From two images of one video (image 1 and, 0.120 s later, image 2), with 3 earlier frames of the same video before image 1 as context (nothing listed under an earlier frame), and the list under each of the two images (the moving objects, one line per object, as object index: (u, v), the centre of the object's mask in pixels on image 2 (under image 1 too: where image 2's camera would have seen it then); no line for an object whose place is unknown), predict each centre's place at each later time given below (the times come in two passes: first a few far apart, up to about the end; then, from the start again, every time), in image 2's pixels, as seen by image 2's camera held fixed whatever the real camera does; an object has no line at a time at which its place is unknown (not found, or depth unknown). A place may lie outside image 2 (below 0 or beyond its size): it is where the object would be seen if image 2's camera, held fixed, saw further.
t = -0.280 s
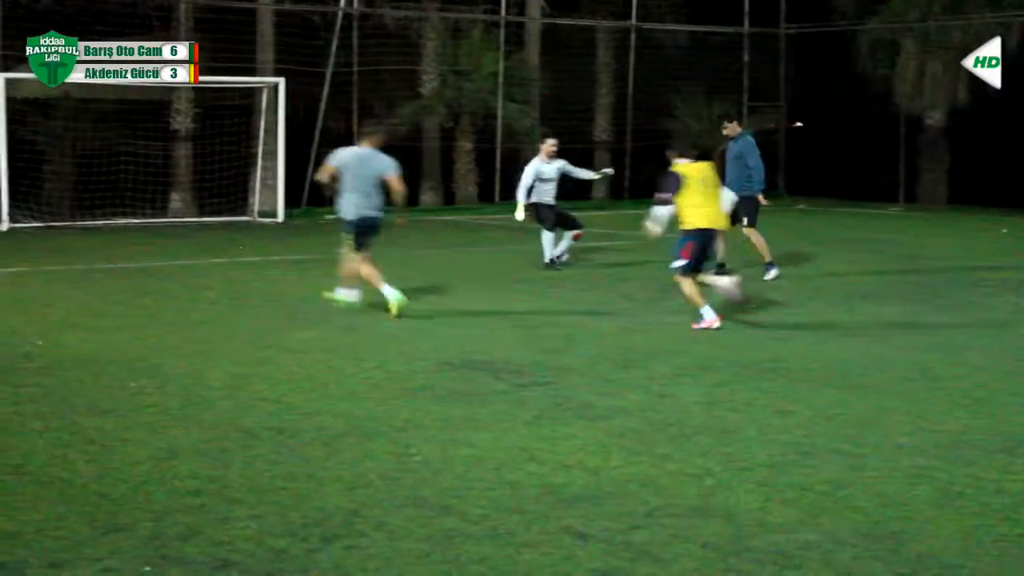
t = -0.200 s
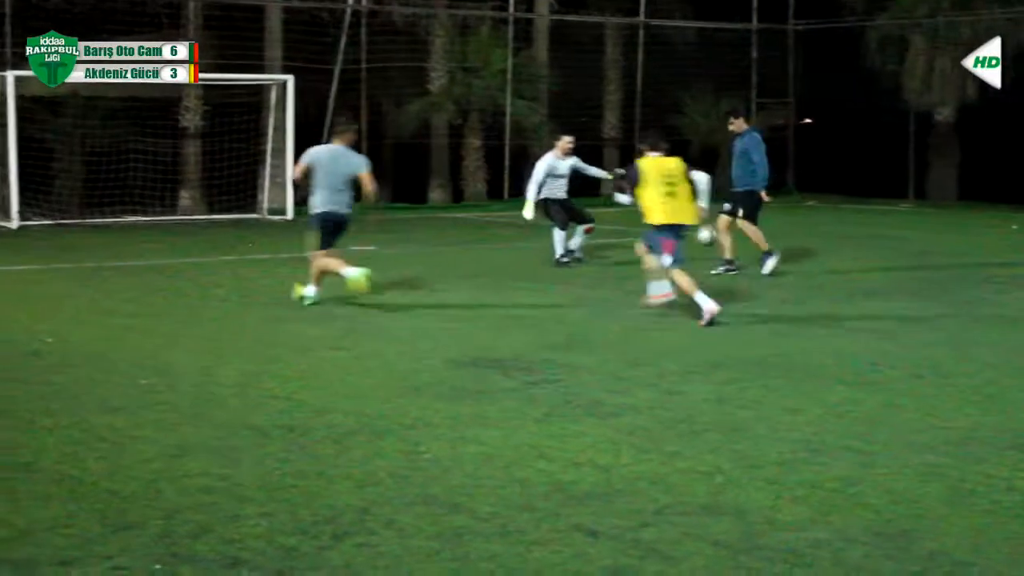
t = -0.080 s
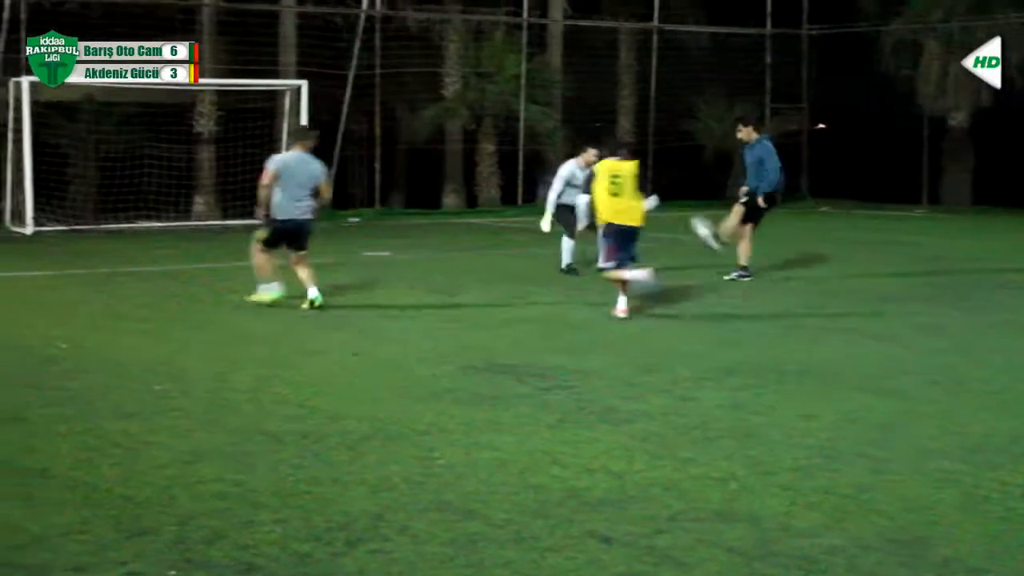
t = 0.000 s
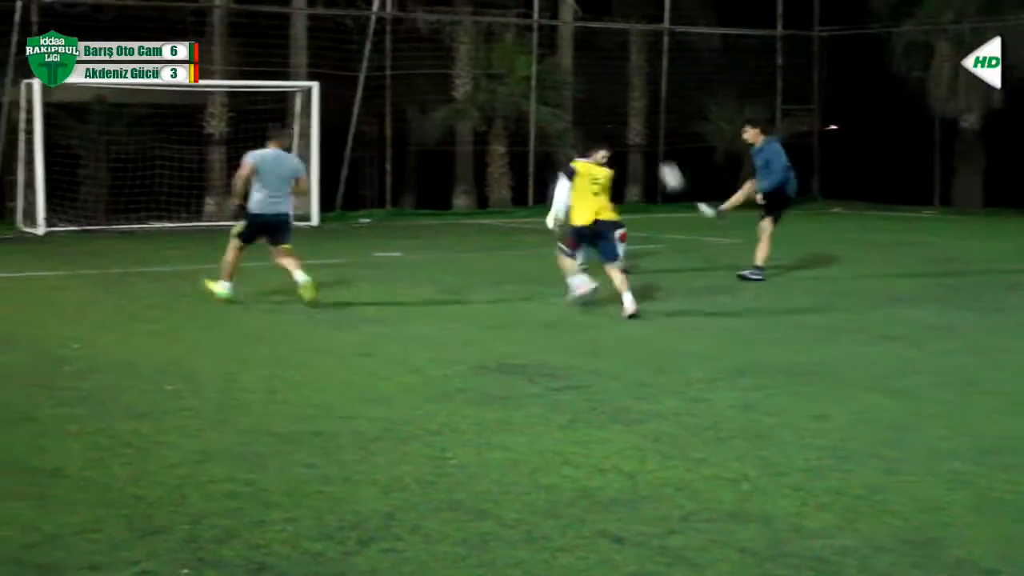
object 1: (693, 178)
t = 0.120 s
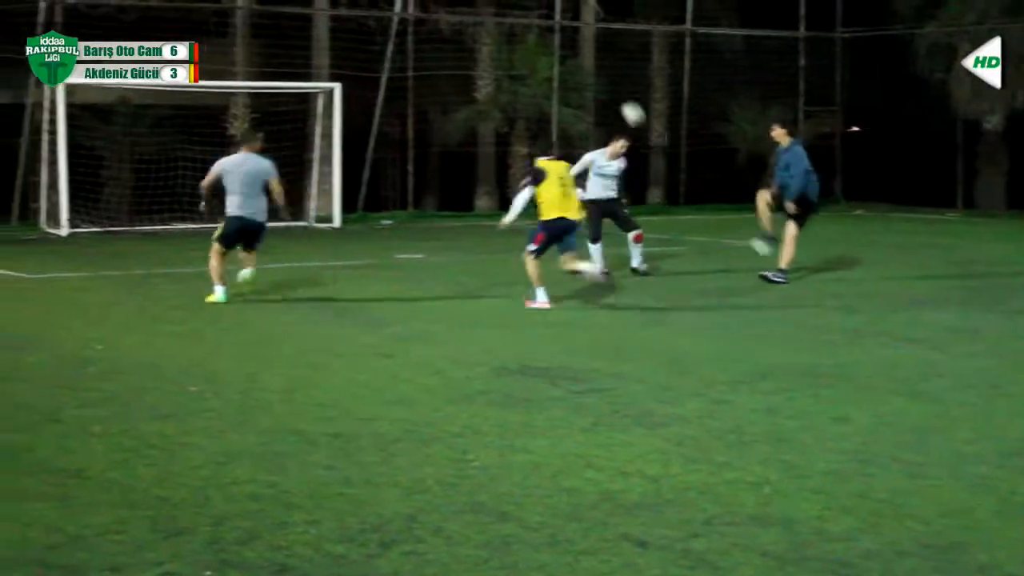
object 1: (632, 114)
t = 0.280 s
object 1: (561, 54)
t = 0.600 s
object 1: (445, 19)
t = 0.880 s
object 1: (366, 59)
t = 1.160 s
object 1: (300, 148)
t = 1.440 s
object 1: (255, 193)
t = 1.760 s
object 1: (242, 129)
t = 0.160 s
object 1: (614, 96)
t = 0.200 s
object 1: (596, 80)
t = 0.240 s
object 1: (578, 66)
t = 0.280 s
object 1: (561, 54)
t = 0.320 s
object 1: (544, 44)
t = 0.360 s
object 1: (529, 36)
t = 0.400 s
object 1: (513, 30)
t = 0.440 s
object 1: (498, 25)
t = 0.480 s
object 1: (484, 21)
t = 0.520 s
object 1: (470, 19)
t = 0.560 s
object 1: (457, 19)
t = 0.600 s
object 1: (445, 19)
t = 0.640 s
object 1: (433, 22)
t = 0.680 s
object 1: (421, 25)
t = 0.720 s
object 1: (409, 31)
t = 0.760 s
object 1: (399, 36)
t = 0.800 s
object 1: (387, 42)
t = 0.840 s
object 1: (376, 50)
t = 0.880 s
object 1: (366, 59)
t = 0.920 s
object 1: (355, 69)
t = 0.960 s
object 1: (347, 78)
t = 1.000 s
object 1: (335, 92)
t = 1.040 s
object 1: (326, 104)
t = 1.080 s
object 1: (316, 118)
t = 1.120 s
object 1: (308, 134)
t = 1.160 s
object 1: (300, 148)
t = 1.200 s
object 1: (292, 164)
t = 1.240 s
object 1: (284, 181)
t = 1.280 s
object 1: (276, 198)
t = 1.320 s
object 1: (269, 216)
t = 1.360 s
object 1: (263, 220)
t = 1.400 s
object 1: (260, 207)
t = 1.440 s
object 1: (255, 193)
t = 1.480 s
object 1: (252, 182)
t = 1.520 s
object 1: (248, 171)
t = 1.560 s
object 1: (243, 162)
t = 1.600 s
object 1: (240, 153)
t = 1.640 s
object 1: (239, 145)
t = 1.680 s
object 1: (240, 139)
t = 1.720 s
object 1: (242, 136)
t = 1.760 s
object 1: (242, 129)
